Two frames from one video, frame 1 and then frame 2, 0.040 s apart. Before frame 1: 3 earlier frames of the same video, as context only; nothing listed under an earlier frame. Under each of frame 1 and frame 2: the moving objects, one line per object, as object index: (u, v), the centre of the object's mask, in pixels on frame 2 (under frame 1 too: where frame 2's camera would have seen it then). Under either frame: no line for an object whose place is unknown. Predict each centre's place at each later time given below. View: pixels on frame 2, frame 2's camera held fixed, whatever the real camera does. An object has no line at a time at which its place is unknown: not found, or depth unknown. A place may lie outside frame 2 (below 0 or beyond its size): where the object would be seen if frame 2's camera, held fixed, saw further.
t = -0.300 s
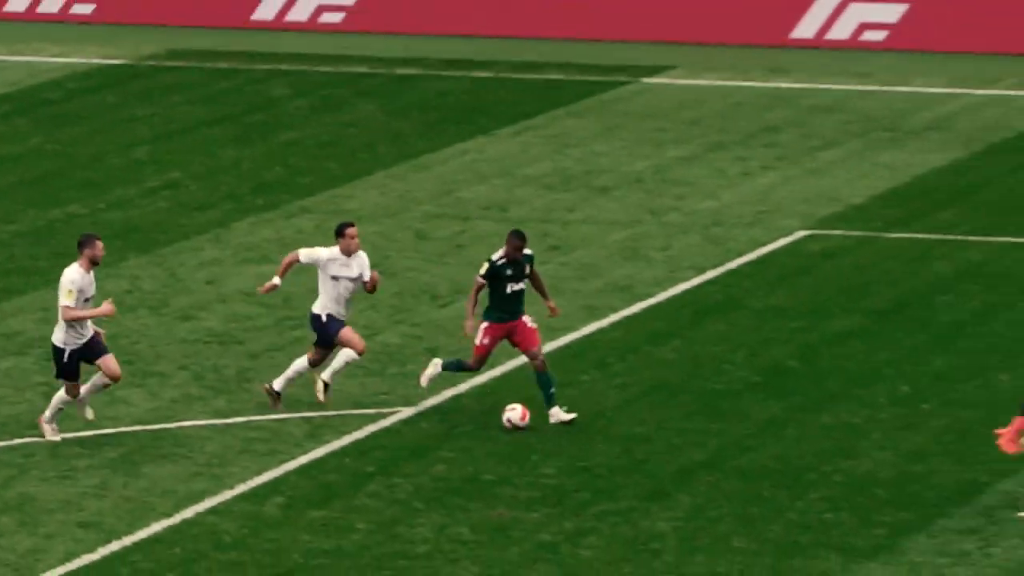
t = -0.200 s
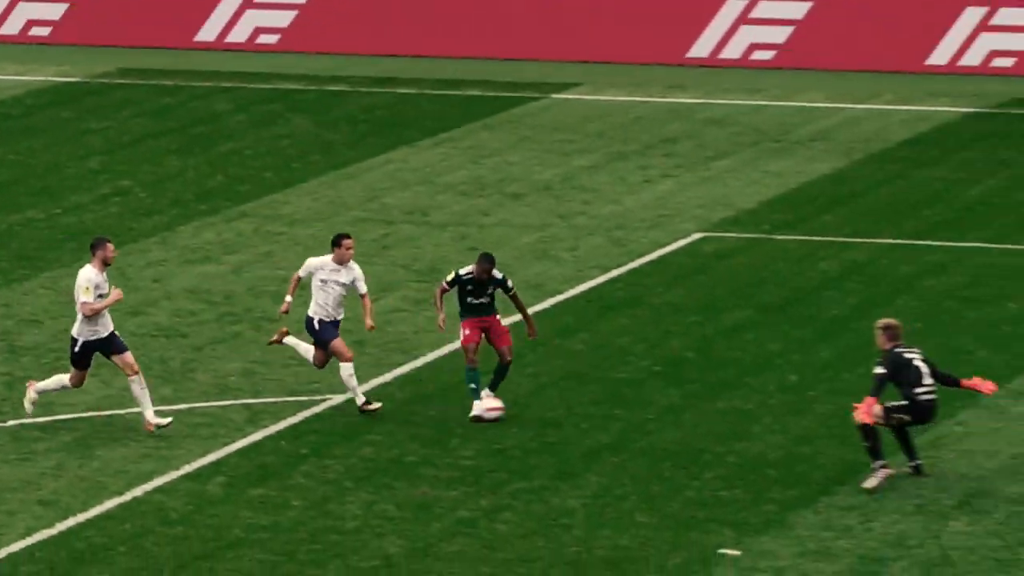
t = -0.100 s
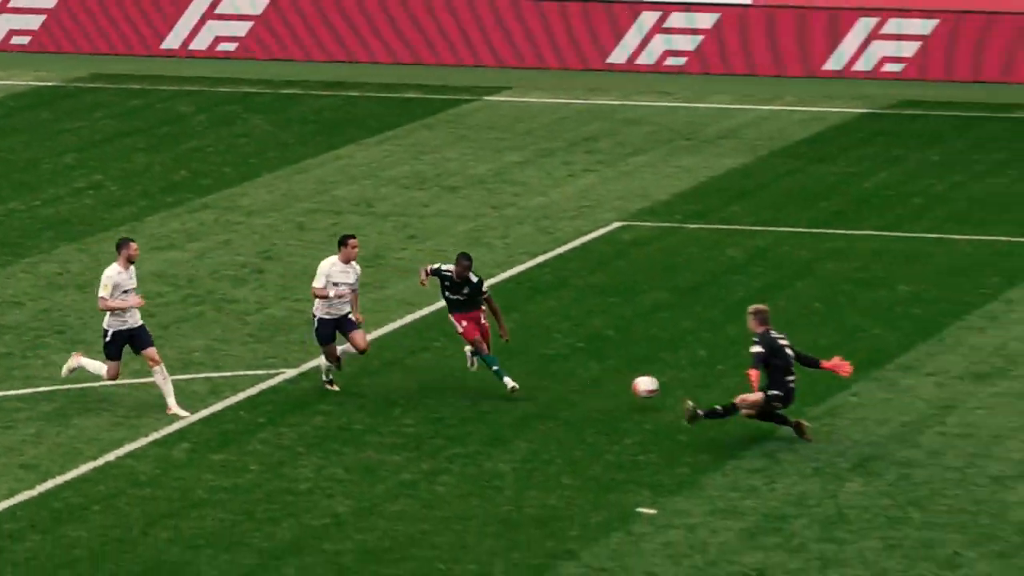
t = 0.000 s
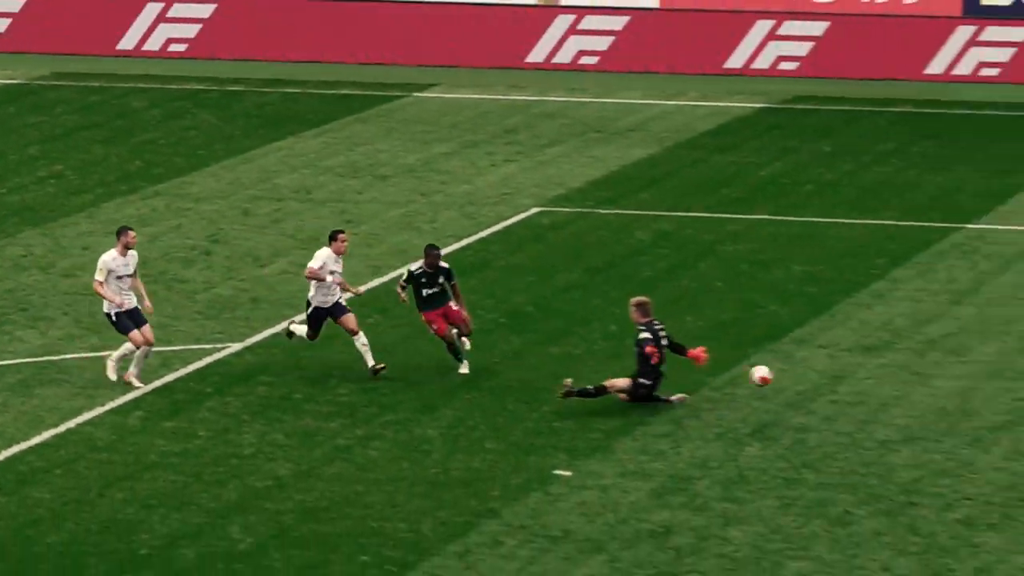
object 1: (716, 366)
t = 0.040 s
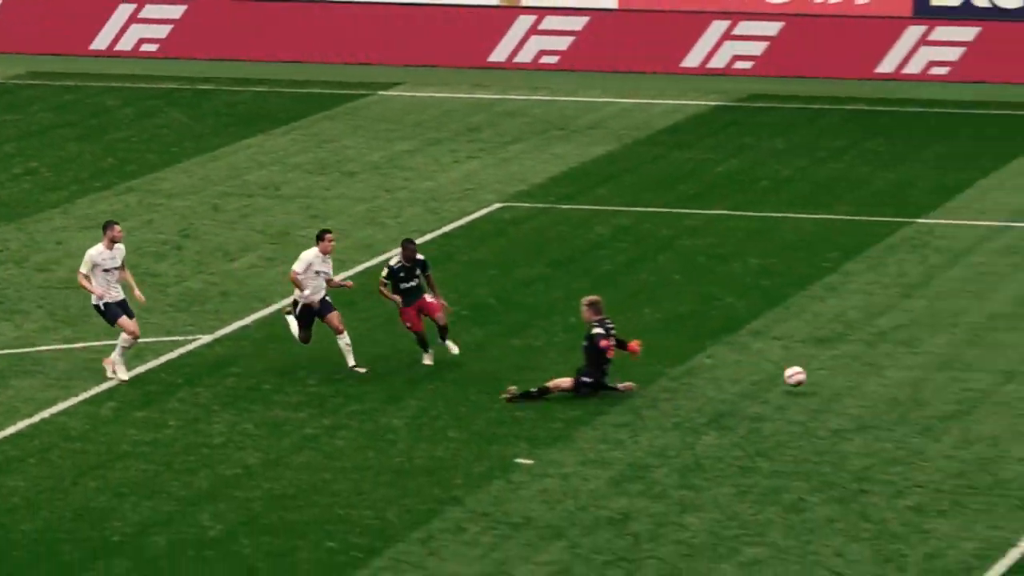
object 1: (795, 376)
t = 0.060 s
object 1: (835, 382)
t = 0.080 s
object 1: (875, 388)
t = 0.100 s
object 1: (915, 394)
